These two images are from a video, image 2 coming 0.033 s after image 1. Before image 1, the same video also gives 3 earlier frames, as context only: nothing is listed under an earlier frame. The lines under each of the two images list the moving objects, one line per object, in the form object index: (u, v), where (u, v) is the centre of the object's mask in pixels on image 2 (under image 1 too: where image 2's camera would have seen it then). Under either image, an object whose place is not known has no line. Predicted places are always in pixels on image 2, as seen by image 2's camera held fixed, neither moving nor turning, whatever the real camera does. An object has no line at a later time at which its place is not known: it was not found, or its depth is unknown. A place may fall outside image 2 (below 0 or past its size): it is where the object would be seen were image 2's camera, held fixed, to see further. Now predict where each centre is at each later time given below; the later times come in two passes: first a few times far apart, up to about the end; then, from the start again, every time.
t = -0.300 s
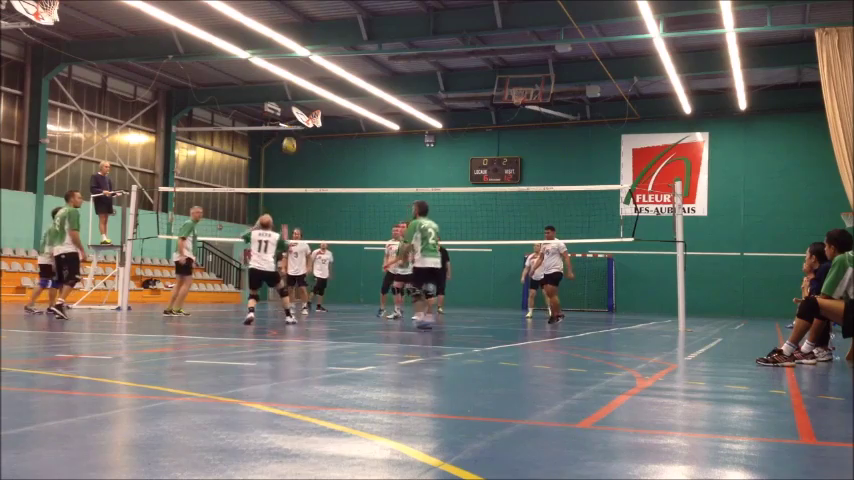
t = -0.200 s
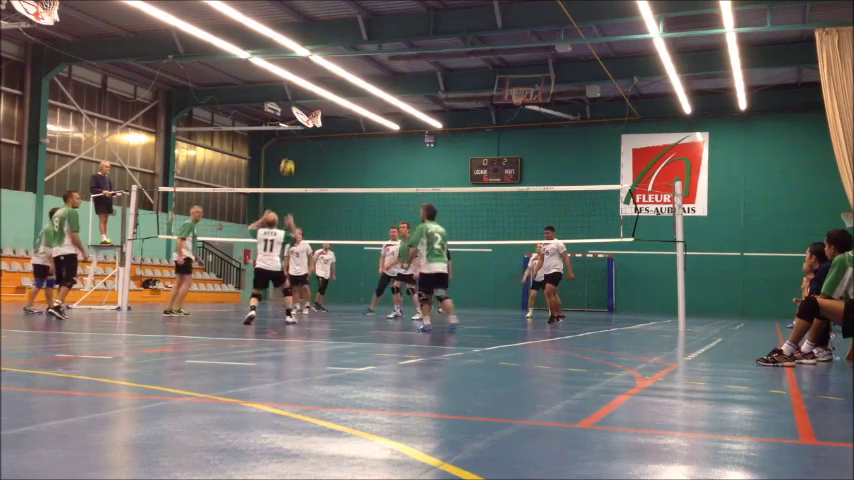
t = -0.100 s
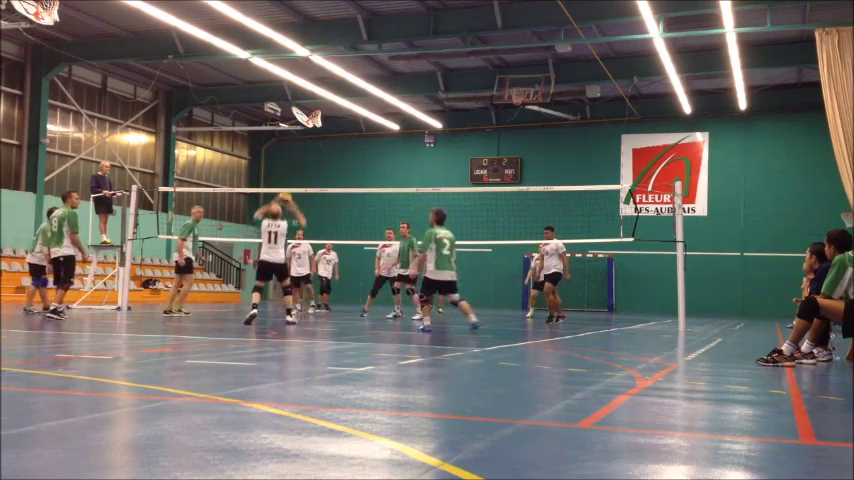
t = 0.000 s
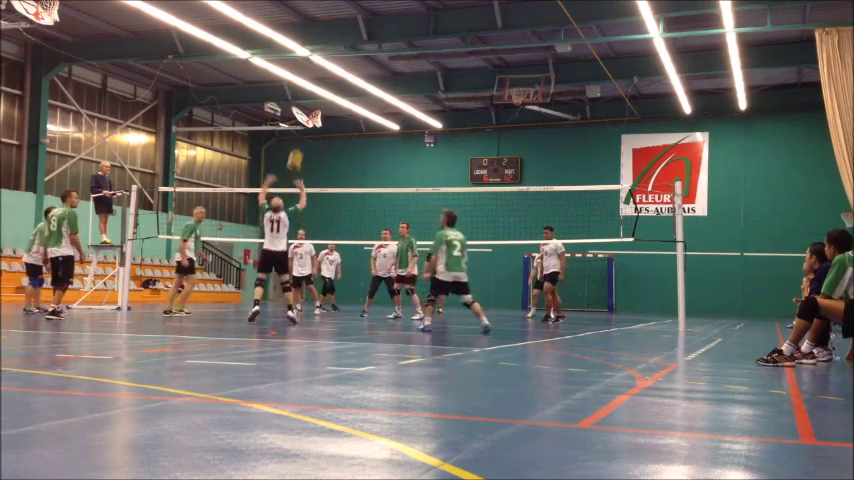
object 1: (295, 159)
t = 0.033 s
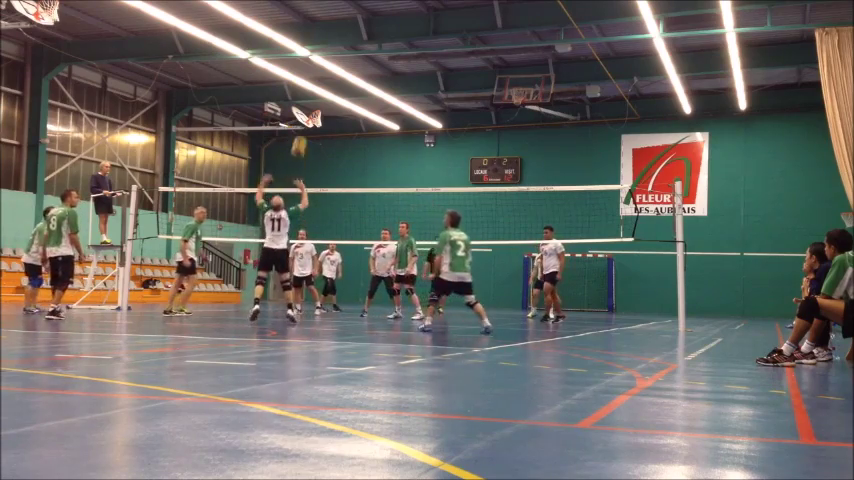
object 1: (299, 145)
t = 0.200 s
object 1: (317, 88)
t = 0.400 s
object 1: (335, 49)
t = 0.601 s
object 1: (351, 34)
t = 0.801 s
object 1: (366, 42)
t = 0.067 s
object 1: (302, 134)
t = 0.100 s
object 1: (307, 118)
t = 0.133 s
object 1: (311, 108)
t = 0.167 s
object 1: (313, 99)
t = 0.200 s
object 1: (317, 88)
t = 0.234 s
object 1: (320, 80)
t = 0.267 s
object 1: (322, 74)
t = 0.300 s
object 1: (324, 67)
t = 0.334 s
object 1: (330, 59)
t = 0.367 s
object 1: (332, 54)
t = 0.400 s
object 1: (335, 49)
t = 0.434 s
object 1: (337, 45)
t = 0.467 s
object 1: (340, 41)
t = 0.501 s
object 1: (343, 38)
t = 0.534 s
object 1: (346, 36)
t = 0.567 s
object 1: (348, 34)
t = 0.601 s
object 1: (351, 34)
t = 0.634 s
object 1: (354, 33)
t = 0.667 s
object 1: (357, 34)
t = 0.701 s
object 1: (359, 35)
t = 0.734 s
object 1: (362, 37)
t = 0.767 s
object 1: (364, 39)
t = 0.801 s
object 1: (366, 42)
